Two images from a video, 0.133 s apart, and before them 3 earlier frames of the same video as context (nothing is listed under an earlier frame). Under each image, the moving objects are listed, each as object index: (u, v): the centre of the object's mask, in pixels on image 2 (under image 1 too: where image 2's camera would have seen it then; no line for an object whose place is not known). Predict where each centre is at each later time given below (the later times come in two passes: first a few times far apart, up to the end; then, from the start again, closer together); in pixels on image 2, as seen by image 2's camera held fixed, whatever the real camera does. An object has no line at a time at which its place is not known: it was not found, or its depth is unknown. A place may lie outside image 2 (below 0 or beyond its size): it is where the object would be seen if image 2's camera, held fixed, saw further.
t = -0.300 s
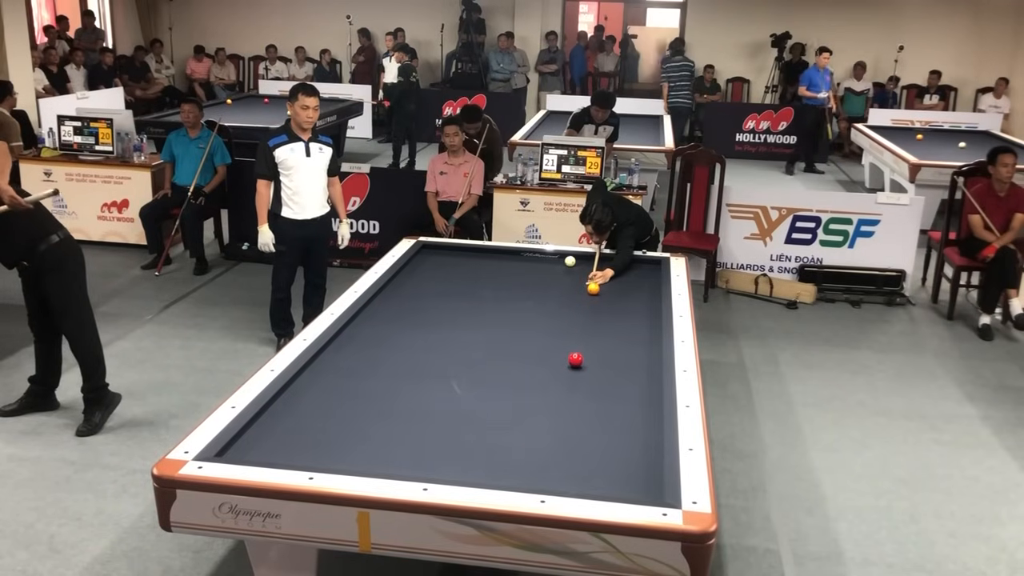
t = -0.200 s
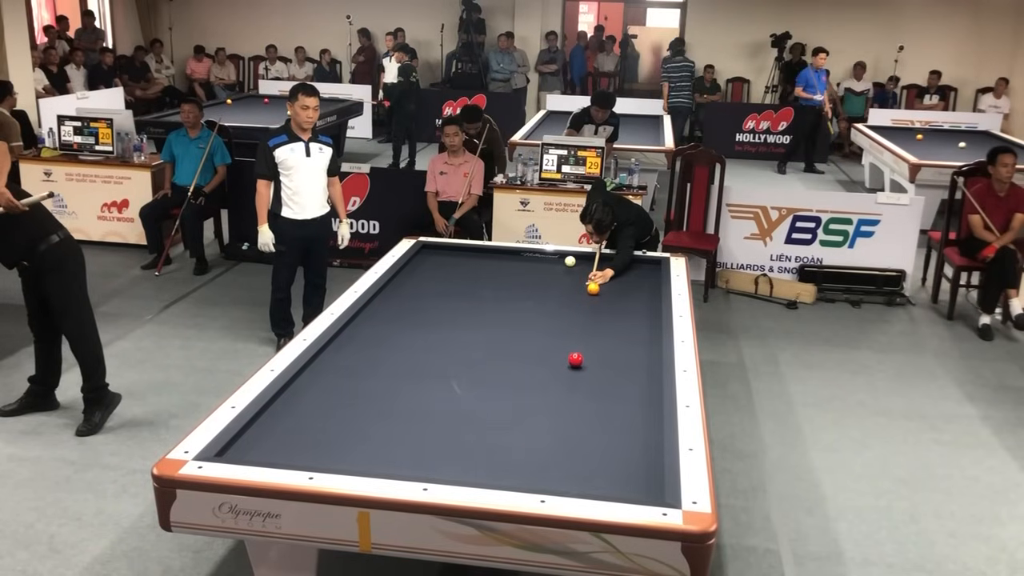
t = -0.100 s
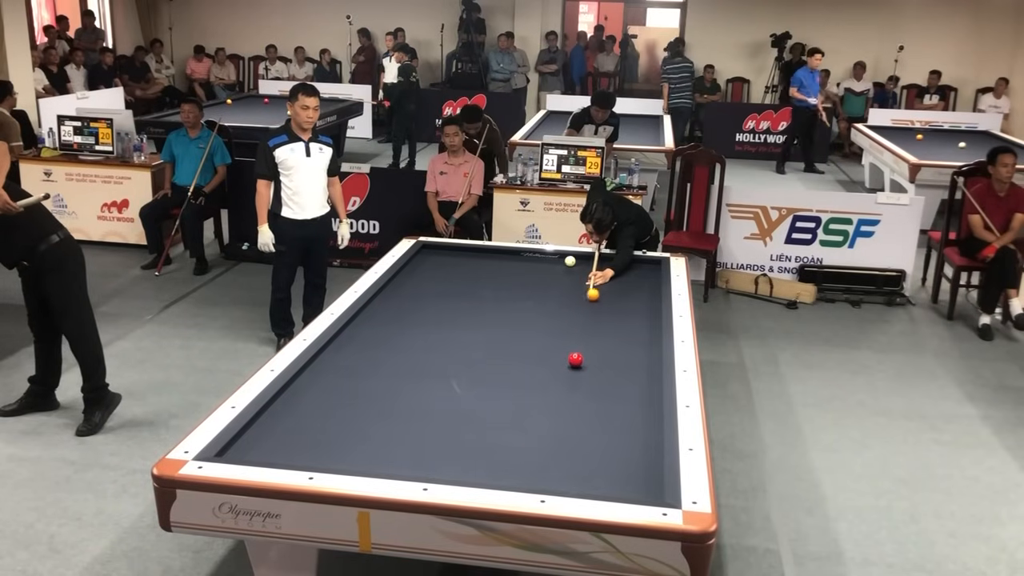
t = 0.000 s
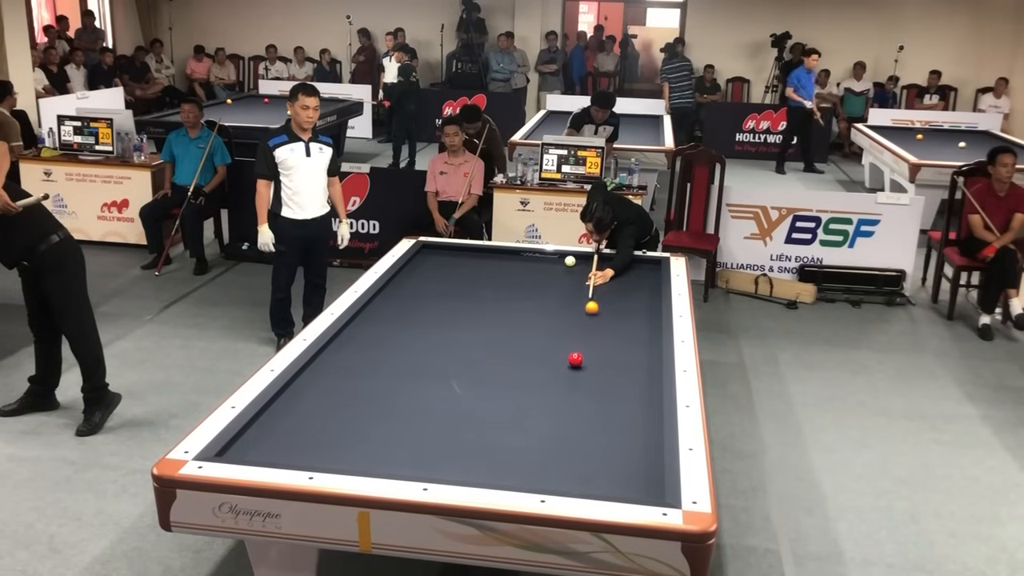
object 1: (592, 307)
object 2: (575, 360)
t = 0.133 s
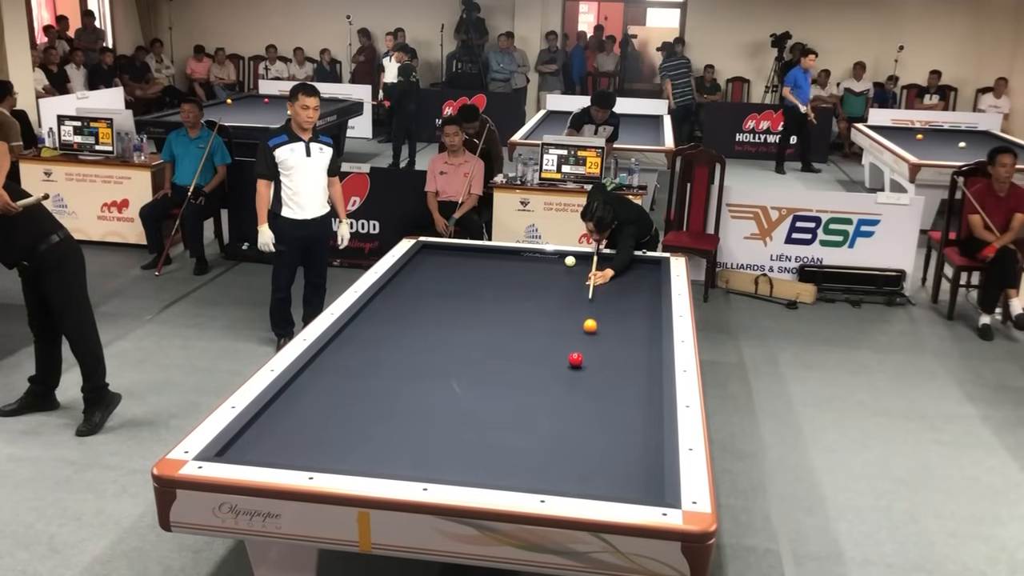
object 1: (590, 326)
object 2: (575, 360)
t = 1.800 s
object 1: (517, 436)
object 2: (313, 437)
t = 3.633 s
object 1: (361, 319)
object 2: (344, 411)
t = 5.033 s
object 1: (467, 283)
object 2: (424, 384)
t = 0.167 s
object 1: (590, 331)
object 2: (575, 360)
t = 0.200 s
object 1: (589, 335)
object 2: (575, 360)
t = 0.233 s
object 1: (589, 340)
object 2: (575, 360)
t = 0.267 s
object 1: (588, 345)
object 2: (575, 360)
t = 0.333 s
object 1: (587, 354)
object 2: (575, 360)
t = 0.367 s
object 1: (589, 359)
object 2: (572, 361)
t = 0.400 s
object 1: (595, 361)
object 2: (566, 363)
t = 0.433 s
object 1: (601, 366)
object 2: (558, 365)
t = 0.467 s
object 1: (607, 369)
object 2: (552, 367)
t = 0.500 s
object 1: (613, 373)
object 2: (546, 369)
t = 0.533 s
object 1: (618, 376)
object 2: (540, 370)
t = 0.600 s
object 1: (629, 384)
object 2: (529, 373)
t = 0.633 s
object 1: (634, 389)
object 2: (524, 375)
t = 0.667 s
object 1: (640, 393)
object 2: (519, 376)
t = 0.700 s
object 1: (645, 398)
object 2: (514, 378)
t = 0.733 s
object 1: (650, 402)
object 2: (509, 379)
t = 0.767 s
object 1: (654, 407)
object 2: (503, 381)
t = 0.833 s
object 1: (645, 415)
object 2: (492, 384)
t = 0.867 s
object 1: (641, 419)
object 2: (487, 386)
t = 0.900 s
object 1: (638, 423)
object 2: (481, 387)
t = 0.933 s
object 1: (634, 428)
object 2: (476, 389)
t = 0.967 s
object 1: (630, 432)
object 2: (470, 391)
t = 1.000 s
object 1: (627, 437)
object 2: (464, 392)
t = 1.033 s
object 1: (623, 442)
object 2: (459, 394)
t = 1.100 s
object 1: (616, 452)
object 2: (447, 397)
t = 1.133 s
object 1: (612, 457)
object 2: (441, 399)
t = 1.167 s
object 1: (608, 462)
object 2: (435, 401)
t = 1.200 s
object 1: (604, 467)
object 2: (429, 403)
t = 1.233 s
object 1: (599, 473)
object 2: (423, 404)
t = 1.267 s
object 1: (595, 478)
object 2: (418, 406)
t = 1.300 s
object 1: (591, 483)
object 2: (411, 408)
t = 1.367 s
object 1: (581, 485)
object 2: (399, 412)
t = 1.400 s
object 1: (575, 481)
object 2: (392, 414)
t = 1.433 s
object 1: (570, 478)
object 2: (386, 416)
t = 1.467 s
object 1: (564, 473)
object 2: (380, 418)
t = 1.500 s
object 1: (559, 467)
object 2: (374, 419)
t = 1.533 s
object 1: (554, 463)
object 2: (367, 421)
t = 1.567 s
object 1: (549, 459)
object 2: (361, 423)
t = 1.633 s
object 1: (540, 452)
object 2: (347, 427)
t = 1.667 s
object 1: (535, 448)
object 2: (341, 429)
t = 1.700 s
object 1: (530, 445)
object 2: (334, 431)
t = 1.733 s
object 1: (526, 442)
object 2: (327, 433)
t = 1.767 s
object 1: (522, 439)
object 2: (320, 435)
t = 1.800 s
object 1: (517, 436)
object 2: (313, 437)
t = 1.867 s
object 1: (509, 430)
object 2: (299, 441)
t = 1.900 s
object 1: (505, 427)
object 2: (292, 444)
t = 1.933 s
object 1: (500, 424)
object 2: (285, 445)
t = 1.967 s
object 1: (496, 421)
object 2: (278, 448)
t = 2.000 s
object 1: (492, 418)
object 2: (271, 450)
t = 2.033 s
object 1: (489, 415)
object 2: (264, 451)
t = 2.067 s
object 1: (485, 413)
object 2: (257, 452)
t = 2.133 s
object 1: (477, 408)
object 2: (244, 454)
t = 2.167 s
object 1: (473, 405)
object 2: (242, 452)
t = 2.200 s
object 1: (470, 403)
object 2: (240, 450)
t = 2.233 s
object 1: (466, 400)
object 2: (238, 449)
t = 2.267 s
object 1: (463, 397)
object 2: (236, 448)
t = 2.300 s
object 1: (459, 395)
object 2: (234, 447)
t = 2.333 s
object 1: (456, 393)
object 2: (236, 446)
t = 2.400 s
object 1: (449, 388)
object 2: (243, 444)
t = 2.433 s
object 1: (446, 385)
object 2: (246, 443)
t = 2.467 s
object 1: (442, 383)
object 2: (249, 442)
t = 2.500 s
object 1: (439, 381)
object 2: (252, 441)
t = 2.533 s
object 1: (436, 379)
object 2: (255, 440)
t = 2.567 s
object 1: (433, 376)
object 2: (259, 439)
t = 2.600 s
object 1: (429, 374)
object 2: (262, 438)
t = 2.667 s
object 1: (424, 370)
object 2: (268, 436)
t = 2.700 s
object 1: (421, 368)
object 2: (271, 435)
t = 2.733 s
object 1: (417, 366)
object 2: (274, 434)
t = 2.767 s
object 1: (415, 364)
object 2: (276, 433)
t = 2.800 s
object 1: (412, 362)
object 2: (280, 432)
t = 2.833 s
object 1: (409, 360)
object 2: (282, 431)
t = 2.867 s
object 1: (406, 358)
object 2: (285, 429)
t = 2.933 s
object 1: (401, 354)
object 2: (291, 428)
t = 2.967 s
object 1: (398, 352)
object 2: (293, 427)
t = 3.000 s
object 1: (396, 350)
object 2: (296, 426)
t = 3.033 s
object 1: (393, 348)
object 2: (299, 425)
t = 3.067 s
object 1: (390, 346)
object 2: (302, 424)
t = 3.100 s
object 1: (388, 345)
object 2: (304, 423)
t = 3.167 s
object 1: (382, 341)
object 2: (309, 422)
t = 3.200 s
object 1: (380, 340)
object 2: (312, 421)
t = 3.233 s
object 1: (377, 338)
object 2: (315, 420)
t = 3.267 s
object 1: (375, 336)
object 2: (317, 419)
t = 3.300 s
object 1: (373, 335)
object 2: (320, 419)
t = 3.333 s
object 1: (370, 333)
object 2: (322, 418)
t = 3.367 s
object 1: (368, 331)
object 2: (325, 417)
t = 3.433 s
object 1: (363, 328)
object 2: (330, 415)
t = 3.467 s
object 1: (361, 326)
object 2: (332, 414)
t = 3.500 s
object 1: (359, 325)
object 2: (334, 414)
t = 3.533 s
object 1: (357, 323)
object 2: (337, 413)
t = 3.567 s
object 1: (354, 321)
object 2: (339, 412)
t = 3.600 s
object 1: (357, 320)
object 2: (342, 412)
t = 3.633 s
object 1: (361, 319)
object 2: (344, 411)
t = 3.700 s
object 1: (367, 317)
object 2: (348, 409)
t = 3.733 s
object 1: (370, 316)
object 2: (350, 408)
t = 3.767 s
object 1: (373, 315)
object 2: (353, 408)
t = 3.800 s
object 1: (376, 315)
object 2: (355, 407)
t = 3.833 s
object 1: (379, 314)
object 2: (357, 407)
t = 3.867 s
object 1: (382, 312)
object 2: (359, 406)
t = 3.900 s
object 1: (385, 311)
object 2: (361, 405)
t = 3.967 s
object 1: (390, 310)
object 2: (366, 404)
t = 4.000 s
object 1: (393, 308)
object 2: (368, 403)
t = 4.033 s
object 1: (396, 307)
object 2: (370, 402)
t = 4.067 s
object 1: (398, 307)
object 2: (372, 401)
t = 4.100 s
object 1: (401, 306)
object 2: (374, 401)
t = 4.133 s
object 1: (404, 305)
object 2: (376, 400)
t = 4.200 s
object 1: (409, 303)
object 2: (380, 399)
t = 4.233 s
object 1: (411, 302)
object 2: (382, 398)
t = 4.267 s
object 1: (414, 301)
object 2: (384, 398)
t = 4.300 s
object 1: (417, 300)
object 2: (386, 397)
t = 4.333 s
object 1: (419, 299)
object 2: (388, 396)
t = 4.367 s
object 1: (422, 298)
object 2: (389, 396)
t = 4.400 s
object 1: (424, 298)
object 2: (392, 395)
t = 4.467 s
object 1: (429, 296)
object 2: (396, 394)
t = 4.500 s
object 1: (431, 295)
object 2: (397, 394)
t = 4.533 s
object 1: (434, 294)
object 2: (399, 393)
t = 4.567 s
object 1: (436, 293)
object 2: (401, 392)
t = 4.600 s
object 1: (438, 293)
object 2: (403, 392)
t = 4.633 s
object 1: (441, 292)
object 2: (404, 391)
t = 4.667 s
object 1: (443, 291)
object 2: (406, 391)
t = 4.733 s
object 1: (448, 289)
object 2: (409, 389)
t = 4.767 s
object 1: (450, 289)
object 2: (411, 389)
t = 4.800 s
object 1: (452, 288)
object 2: (413, 388)
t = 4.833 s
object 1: (454, 287)
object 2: (415, 387)
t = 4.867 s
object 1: (457, 286)
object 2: (416, 387)
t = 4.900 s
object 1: (459, 286)
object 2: (418, 386)
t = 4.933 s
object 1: (461, 285)
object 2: (420, 386)
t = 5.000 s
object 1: (465, 284)
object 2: (423, 385)
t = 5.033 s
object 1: (467, 283)
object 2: (424, 384)
